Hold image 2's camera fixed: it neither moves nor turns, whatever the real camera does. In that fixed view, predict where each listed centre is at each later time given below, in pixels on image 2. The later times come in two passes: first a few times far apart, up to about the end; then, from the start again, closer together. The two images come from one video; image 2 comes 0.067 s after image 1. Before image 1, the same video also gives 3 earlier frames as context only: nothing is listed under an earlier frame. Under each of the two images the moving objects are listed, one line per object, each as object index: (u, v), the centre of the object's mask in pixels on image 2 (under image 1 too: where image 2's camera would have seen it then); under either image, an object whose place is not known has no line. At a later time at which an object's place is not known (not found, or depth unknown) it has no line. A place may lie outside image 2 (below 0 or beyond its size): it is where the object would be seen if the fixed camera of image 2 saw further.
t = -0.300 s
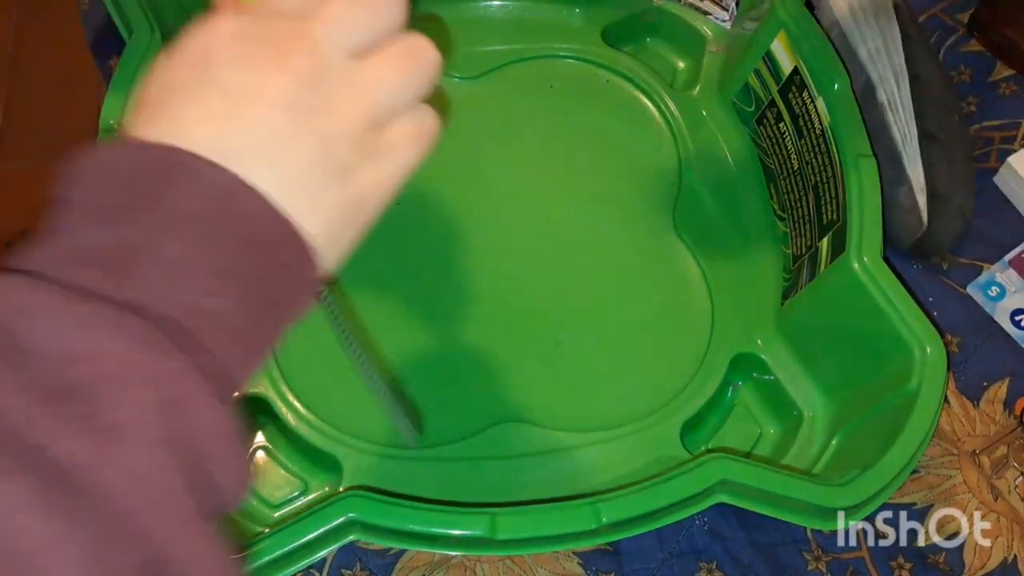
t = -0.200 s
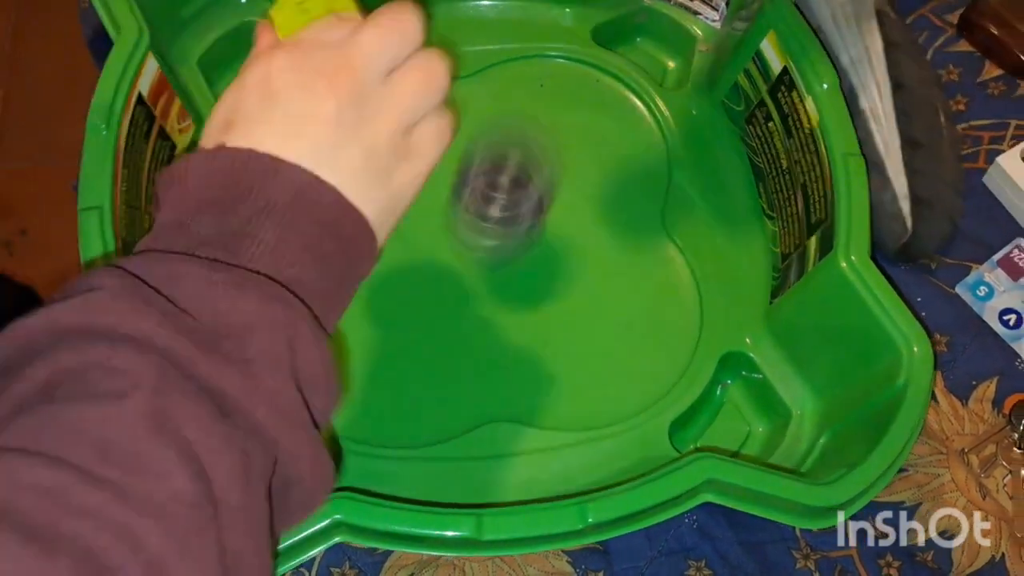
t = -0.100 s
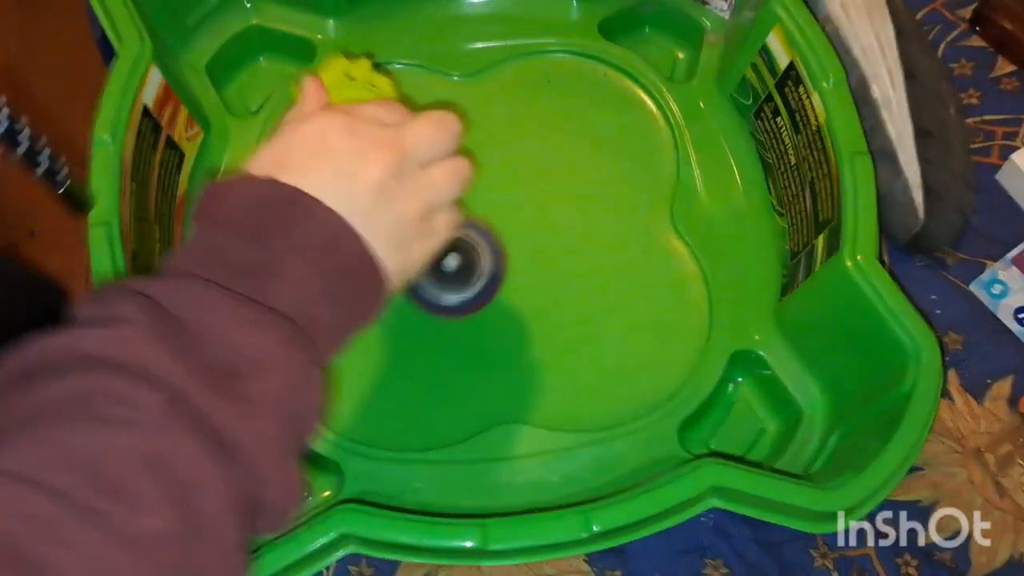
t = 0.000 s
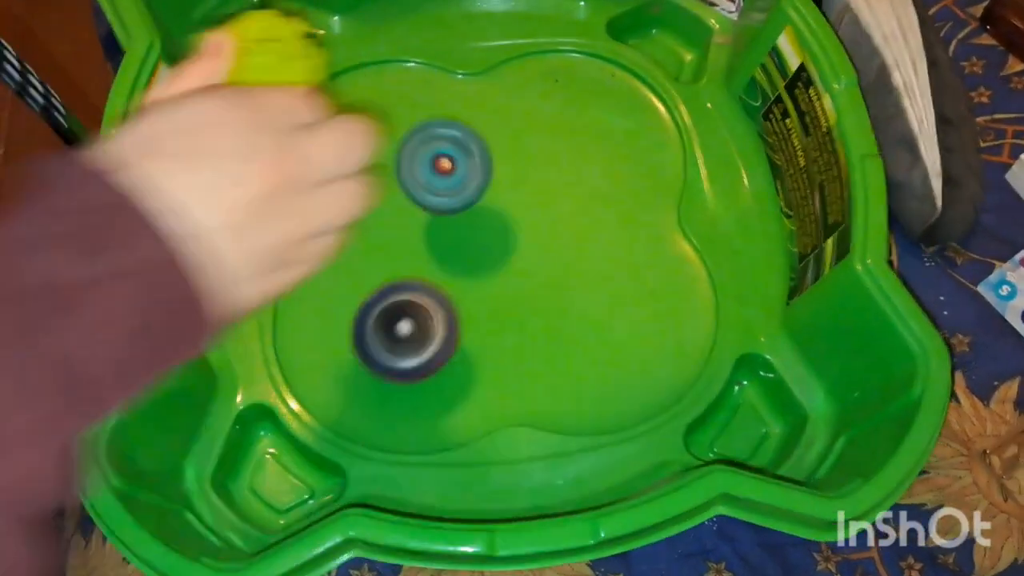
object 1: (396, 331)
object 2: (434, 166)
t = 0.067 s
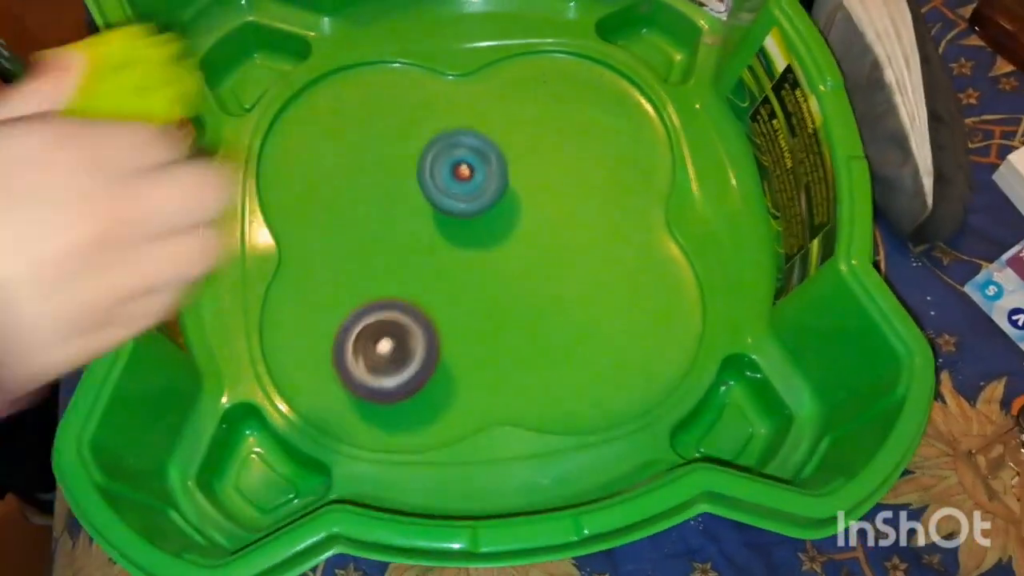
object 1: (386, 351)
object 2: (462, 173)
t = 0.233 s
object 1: (450, 353)
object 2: (520, 159)
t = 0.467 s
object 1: (597, 283)
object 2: (551, 62)
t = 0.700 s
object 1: (573, 151)
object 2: (553, 37)
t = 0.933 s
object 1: (437, 245)
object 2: (465, 89)
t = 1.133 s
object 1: (441, 308)
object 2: (518, 78)
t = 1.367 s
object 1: (568, 286)
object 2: (564, 50)
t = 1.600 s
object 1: (531, 127)
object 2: (580, 50)
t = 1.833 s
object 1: (274, 166)
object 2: (608, 91)
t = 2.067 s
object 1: (253, 286)
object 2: (625, 86)
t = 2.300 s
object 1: (445, 321)
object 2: (637, 97)
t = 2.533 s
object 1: (624, 209)
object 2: (651, 84)
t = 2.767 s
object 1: (525, 148)
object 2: (487, 21)
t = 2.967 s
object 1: (378, 158)
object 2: (492, 22)
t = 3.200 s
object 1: (362, 311)
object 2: (557, 25)
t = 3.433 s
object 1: (566, 313)
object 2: (487, 108)
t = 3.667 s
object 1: (619, 78)
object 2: (419, 277)
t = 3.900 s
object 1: (418, 47)
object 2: (549, 366)
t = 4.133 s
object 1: (327, 287)
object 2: (631, 291)
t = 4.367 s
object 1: (477, 405)
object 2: (568, 168)
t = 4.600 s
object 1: (610, 262)
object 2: (407, 144)
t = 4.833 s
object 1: (506, 87)
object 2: (340, 239)
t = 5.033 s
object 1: (321, 80)
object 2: (408, 296)
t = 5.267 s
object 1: (312, 243)
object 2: (525, 228)
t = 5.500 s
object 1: (553, 282)
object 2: (483, 111)
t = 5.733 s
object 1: (642, 67)
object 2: (421, 94)
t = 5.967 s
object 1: (507, 181)
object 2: (372, 131)
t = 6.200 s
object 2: (268, 184)
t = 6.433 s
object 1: (566, 392)
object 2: (359, 243)
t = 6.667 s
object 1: (521, 287)
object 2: (452, 218)
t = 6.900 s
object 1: (532, 268)
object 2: (423, 52)
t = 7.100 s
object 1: (503, 215)
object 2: (367, 57)
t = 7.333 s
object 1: (405, 162)
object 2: (408, 66)
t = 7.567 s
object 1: (368, 179)
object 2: (471, 78)
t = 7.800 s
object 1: (404, 197)
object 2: (570, 97)
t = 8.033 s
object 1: (490, 197)
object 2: (640, 97)
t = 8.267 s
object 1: (516, 124)
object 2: (654, 118)
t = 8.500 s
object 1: (417, 106)
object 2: (663, 163)
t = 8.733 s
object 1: (386, 149)
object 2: (625, 182)
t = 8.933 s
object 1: (421, 211)
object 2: (627, 255)
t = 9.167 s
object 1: (513, 202)
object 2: (628, 328)
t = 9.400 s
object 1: (475, 98)
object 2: (621, 374)
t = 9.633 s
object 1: (455, 72)
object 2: (562, 353)
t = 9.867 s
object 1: (455, 82)
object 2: (484, 290)
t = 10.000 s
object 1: (464, 114)
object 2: (442, 243)
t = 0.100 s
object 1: (392, 351)
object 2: (470, 170)
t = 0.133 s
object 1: (402, 354)
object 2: (478, 174)
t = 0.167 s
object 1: (415, 355)
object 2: (489, 172)
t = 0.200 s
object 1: (431, 354)
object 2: (504, 167)
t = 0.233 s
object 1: (450, 353)
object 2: (520, 159)
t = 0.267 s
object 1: (472, 350)
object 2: (531, 148)
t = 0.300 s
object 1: (497, 346)
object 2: (538, 135)
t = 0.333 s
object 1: (521, 340)
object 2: (541, 121)
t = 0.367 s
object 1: (544, 330)
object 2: (542, 106)
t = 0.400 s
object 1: (563, 317)
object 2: (544, 91)
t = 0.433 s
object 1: (581, 302)
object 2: (546, 77)
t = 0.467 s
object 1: (597, 283)
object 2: (551, 62)
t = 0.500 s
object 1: (607, 262)
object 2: (556, 48)
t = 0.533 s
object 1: (613, 239)
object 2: (559, 42)
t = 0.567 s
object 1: (613, 216)
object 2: (560, 49)
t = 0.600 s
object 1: (610, 190)
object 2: (559, 55)
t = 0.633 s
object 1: (601, 166)
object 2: (558, 57)
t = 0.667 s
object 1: (588, 143)
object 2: (558, 57)
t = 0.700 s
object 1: (573, 151)
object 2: (553, 37)
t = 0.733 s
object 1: (556, 164)
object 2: (533, 36)
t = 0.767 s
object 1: (536, 178)
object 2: (512, 41)
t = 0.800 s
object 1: (515, 192)
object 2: (488, 60)
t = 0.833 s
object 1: (493, 207)
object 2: (470, 81)
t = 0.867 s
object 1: (470, 220)
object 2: (464, 83)
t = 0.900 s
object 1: (451, 234)
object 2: (462, 88)
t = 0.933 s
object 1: (437, 245)
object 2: (465, 89)
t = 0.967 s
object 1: (426, 257)
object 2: (471, 90)
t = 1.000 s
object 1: (420, 267)
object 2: (479, 90)
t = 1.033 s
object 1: (418, 279)
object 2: (488, 88)
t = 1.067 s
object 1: (421, 290)
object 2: (498, 86)
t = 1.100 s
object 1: (429, 299)
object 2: (508, 83)
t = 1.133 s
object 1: (441, 308)
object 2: (518, 78)
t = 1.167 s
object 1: (456, 314)
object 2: (527, 73)
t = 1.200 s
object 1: (474, 317)
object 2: (537, 67)
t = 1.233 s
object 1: (494, 319)
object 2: (546, 59)
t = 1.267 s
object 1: (514, 317)
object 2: (556, 51)
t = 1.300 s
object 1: (535, 312)
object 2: (563, 43)
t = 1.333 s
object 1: (554, 301)
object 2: (565, 45)
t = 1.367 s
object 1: (568, 286)
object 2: (564, 50)
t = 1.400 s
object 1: (579, 266)
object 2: (563, 53)
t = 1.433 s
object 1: (585, 245)
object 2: (564, 53)
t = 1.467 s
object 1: (585, 221)
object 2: (566, 53)
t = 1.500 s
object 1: (580, 195)
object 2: (569, 51)
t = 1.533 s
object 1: (570, 170)
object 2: (573, 50)
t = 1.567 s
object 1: (554, 147)
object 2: (577, 50)
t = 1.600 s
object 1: (531, 127)
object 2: (580, 50)
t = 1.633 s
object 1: (498, 118)
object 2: (587, 50)
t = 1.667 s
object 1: (462, 113)
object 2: (586, 66)
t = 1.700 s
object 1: (424, 112)
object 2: (584, 76)
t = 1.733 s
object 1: (385, 117)
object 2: (586, 83)
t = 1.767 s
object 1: (347, 126)
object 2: (591, 87)
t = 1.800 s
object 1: (309, 143)
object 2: (599, 90)
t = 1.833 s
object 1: (274, 166)
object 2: (608, 91)
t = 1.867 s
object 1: (255, 185)
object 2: (619, 90)
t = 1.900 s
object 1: (248, 211)
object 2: (629, 87)
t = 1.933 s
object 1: (244, 240)
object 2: (637, 84)
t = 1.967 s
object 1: (240, 258)
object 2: (634, 82)
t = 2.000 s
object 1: (241, 272)
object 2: (627, 85)
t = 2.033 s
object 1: (246, 282)
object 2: (625, 86)
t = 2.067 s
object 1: (253, 286)
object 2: (625, 86)
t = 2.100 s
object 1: (267, 292)
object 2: (626, 88)
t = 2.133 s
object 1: (289, 298)
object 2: (630, 89)
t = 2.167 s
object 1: (316, 303)
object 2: (633, 91)
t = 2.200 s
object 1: (345, 310)
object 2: (637, 93)
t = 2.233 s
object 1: (376, 316)
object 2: (639, 94)
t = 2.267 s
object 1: (409, 320)
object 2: (639, 95)
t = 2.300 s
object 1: (445, 321)
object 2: (637, 97)
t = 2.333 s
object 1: (481, 316)
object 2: (637, 98)
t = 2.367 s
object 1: (518, 306)
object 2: (638, 101)
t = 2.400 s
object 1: (553, 287)
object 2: (639, 105)
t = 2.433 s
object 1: (583, 265)
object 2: (640, 110)
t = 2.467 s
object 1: (609, 236)
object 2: (641, 116)
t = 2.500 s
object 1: (627, 206)
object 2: (643, 120)
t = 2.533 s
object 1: (624, 209)
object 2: (651, 84)
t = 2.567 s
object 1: (618, 207)
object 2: (626, 52)
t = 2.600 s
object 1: (609, 202)
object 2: (597, 33)
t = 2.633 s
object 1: (596, 194)
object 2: (565, 27)
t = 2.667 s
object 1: (581, 185)
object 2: (541, 21)
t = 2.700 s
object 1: (566, 172)
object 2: (517, 22)
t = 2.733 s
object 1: (547, 160)
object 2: (501, 22)
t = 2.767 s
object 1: (525, 148)
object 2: (487, 21)
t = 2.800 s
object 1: (500, 140)
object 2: (478, 22)
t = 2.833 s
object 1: (474, 135)
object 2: (474, 22)
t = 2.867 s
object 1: (447, 134)
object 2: (474, 22)
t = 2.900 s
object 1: (421, 139)
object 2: (479, 23)
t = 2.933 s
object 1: (397, 146)
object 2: (485, 23)
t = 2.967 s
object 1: (378, 158)
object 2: (492, 22)
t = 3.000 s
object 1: (361, 174)
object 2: (502, 22)
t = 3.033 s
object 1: (347, 194)
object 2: (511, 21)
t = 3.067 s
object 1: (338, 216)
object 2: (519, 22)
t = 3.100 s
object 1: (334, 242)
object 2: (529, 23)
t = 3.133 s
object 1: (336, 267)
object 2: (539, 22)
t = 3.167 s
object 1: (346, 291)
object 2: (549, 23)
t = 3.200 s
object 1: (362, 311)
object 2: (557, 25)
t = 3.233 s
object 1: (383, 327)
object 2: (558, 29)
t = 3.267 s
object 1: (409, 340)
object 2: (554, 36)
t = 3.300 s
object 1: (440, 347)
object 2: (546, 50)
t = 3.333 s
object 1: (472, 349)
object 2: (534, 64)
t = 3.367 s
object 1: (505, 344)
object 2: (519, 78)
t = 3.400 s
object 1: (535, 331)
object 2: (503, 93)
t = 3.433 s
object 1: (566, 313)
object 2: (487, 108)
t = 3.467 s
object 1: (592, 288)
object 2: (468, 128)
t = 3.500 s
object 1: (613, 258)
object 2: (452, 147)
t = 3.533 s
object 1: (629, 224)
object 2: (436, 171)
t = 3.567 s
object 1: (637, 188)
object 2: (424, 197)
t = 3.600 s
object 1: (636, 150)
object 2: (417, 223)
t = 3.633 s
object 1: (631, 113)
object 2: (415, 251)
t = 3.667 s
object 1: (619, 78)
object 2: (419, 277)
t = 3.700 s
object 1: (597, 51)
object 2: (429, 302)
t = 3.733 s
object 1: (568, 35)
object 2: (444, 323)
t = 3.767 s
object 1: (536, 28)
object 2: (463, 341)
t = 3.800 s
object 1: (502, 25)
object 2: (483, 353)
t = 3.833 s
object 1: (471, 23)
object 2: (506, 362)
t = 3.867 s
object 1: (442, 32)
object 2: (529, 366)
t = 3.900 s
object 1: (418, 47)
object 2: (549, 366)
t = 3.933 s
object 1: (394, 79)
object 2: (567, 363)
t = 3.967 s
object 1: (375, 109)
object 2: (584, 356)
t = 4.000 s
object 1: (356, 144)
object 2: (599, 346)
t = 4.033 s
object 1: (340, 180)
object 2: (611, 335)
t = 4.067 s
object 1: (329, 217)
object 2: (620, 323)
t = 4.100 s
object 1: (325, 253)
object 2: (626, 308)
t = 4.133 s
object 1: (327, 287)
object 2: (631, 291)
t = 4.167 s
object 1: (335, 319)
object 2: (632, 274)
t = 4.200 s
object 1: (350, 350)
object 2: (629, 255)
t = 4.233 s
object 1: (369, 379)
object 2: (623, 236)
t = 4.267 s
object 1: (393, 404)
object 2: (614, 217)
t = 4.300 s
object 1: (421, 419)
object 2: (602, 199)
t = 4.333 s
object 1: (449, 413)
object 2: (587, 183)
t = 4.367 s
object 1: (477, 405)
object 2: (568, 168)
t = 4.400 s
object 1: (505, 391)
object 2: (548, 156)
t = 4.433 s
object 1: (532, 373)
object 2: (525, 146)
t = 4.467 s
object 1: (556, 352)
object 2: (501, 139)
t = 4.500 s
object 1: (575, 332)
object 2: (476, 135)
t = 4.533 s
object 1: (592, 312)
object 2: (452, 136)
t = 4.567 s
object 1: (603, 288)
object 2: (428, 139)
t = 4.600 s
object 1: (610, 262)
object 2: (407, 144)
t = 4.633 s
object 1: (612, 233)
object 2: (388, 154)
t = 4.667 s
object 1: (607, 205)
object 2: (373, 165)
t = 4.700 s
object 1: (597, 176)
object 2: (359, 179)
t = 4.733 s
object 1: (581, 150)
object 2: (349, 193)
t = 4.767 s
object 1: (559, 125)
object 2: (342, 208)
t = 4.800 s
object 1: (534, 105)
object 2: (339, 224)
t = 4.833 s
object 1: (506, 87)
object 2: (340, 239)
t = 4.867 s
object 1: (474, 74)
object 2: (344, 253)
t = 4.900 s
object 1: (442, 66)
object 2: (351, 266)
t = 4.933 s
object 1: (408, 64)
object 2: (363, 276)
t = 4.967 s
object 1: (376, 65)
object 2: (376, 287)
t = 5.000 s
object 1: (347, 71)
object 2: (390, 293)
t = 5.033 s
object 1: (321, 80)
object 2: (408, 296)
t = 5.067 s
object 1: (302, 93)
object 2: (428, 298)
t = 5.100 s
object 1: (289, 113)
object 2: (450, 298)
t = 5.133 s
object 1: (281, 135)
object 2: (469, 291)
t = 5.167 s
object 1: (277, 160)
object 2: (489, 281)
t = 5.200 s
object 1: (278, 187)
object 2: (506, 266)
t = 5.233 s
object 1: (290, 216)
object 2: (518, 248)
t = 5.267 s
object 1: (312, 243)
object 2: (525, 228)
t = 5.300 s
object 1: (337, 268)
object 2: (530, 207)
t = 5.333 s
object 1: (368, 287)
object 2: (529, 186)
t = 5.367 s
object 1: (401, 300)
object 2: (524, 166)
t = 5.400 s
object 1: (437, 306)
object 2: (516, 148)
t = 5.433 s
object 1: (477, 306)
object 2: (506, 132)
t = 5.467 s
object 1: (516, 298)
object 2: (495, 120)
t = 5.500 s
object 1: (553, 282)
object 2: (483, 111)
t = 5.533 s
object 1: (584, 258)
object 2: (471, 103)
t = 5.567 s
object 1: (611, 230)
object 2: (461, 96)
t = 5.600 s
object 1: (630, 199)
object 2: (451, 94)
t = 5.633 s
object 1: (644, 165)
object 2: (441, 92)
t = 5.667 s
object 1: (651, 132)
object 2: (433, 90)
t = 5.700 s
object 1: (652, 98)
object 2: (427, 91)
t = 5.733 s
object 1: (642, 67)
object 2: (421, 94)
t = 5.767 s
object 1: (624, 42)
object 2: (415, 97)
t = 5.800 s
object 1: (605, 30)
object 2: (411, 104)
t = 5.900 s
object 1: (531, 97)
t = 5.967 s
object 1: (507, 181)
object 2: (372, 131)
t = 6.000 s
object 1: (510, 222)
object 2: (337, 133)
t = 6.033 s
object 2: (312, 135)
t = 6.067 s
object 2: (293, 143)
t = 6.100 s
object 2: (279, 151)
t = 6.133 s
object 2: (271, 160)
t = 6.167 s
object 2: (266, 171)
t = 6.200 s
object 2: (268, 184)
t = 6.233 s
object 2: (279, 199)
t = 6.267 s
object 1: (594, 434)
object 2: (292, 212)
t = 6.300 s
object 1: (593, 427)
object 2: (303, 222)
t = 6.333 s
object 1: (586, 419)
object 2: (315, 230)
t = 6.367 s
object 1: (578, 410)
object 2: (328, 235)
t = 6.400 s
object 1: (571, 402)
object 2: (343, 240)
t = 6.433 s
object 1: (566, 392)
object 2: (359, 243)
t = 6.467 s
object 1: (562, 377)
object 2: (375, 245)
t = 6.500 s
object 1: (558, 363)
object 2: (392, 245)
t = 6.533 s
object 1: (554, 351)
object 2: (408, 242)
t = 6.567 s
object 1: (548, 338)
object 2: (421, 237)
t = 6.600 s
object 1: (540, 323)
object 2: (434, 232)
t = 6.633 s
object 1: (531, 306)
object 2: (444, 226)
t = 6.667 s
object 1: (521, 287)
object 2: (452, 218)
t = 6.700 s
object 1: (521, 283)
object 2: (449, 190)
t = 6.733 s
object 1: (528, 285)
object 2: (442, 157)
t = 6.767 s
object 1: (533, 284)
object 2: (440, 128)
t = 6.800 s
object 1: (534, 281)
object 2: (437, 105)
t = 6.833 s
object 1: (534, 277)
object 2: (432, 85)
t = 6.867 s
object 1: (534, 273)
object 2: (428, 68)
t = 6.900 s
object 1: (532, 268)
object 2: (423, 52)
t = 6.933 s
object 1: (530, 262)
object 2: (411, 47)
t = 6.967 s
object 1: (528, 255)
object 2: (391, 55)
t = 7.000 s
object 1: (524, 247)
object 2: (378, 60)
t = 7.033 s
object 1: (519, 237)
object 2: (371, 60)
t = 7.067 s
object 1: (512, 226)
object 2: (369, 59)
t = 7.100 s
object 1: (503, 215)
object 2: (367, 57)
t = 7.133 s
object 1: (493, 204)
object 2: (369, 58)
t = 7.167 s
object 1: (480, 193)
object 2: (372, 58)
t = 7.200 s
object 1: (467, 184)
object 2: (378, 60)
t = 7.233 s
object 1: (452, 175)
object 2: (384, 62)
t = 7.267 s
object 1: (435, 168)
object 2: (392, 64)
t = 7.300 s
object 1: (420, 164)
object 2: (401, 65)
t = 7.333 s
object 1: (405, 162)
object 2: (408, 66)
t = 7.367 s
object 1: (393, 162)
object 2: (417, 65)
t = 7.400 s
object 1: (382, 164)
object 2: (426, 65)
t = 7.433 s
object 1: (375, 166)
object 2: (433, 65)
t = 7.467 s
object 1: (370, 169)
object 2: (441, 67)
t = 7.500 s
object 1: (368, 172)
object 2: (449, 70)
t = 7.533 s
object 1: (367, 175)
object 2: (459, 74)
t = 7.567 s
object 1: (368, 179)
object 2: (471, 78)
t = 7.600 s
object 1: (371, 182)
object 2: (486, 84)
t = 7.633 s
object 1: (374, 185)
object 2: (502, 89)
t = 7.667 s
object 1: (380, 188)
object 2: (515, 93)
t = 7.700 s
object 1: (384, 190)
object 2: (530, 93)
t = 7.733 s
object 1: (390, 193)
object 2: (544, 95)
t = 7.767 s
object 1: (397, 195)
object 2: (557, 97)
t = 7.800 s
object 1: (404, 197)
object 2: (570, 97)
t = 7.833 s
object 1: (413, 200)
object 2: (584, 98)
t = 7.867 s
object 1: (422, 202)
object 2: (596, 99)
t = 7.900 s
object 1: (434, 203)
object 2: (608, 98)
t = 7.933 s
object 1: (445, 204)
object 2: (619, 97)
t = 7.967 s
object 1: (459, 204)
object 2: (629, 97)
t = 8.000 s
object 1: (474, 201)
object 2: (636, 97)
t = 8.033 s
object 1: (490, 197)
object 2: (640, 97)
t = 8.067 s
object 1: (504, 189)
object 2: (643, 98)
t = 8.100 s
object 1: (519, 180)
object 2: (644, 99)
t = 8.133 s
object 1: (531, 168)
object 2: (644, 101)
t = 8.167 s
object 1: (542, 156)
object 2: (643, 103)
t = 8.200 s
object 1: (550, 144)
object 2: (643, 105)
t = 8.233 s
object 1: (539, 134)
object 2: (661, 108)
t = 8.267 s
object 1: (516, 124)
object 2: (654, 118)
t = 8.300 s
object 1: (497, 117)
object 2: (641, 134)
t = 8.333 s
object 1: (481, 110)
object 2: (635, 138)
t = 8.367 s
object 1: (467, 105)
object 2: (634, 140)
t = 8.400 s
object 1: (452, 102)
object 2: (638, 148)
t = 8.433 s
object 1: (439, 102)
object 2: (644, 154)
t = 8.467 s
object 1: (427, 103)
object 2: (656, 161)
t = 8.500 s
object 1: (417, 106)
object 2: (663, 163)
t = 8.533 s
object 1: (409, 110)
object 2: (648, 156)
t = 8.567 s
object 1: (400, 114)
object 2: (636, 151)
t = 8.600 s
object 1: (394, 121)
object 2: (631, 149)
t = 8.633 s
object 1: (391, 126)
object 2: (627, 151)
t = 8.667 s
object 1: (388, 133)
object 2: (625, 157)
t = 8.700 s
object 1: (386, 140)
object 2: (624, 169)
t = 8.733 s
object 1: (386, 149)
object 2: (625, 182)
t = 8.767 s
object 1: (388, 158)
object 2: (626, 198)
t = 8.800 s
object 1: (391, 168)
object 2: (629, 213)
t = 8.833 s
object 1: (395, 178)
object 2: (629, 226)
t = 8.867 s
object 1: (401, 189)
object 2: (630, 238)
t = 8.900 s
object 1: (410, 200)
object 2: (630, 247)
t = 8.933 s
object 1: (421, 211)
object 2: (627, 255)
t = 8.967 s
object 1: (435, 220)
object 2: (624, 263)
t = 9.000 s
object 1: (452, 229)
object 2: (620, 270)
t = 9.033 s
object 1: (470, 234)
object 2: (615, 275)
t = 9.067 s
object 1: (488, 237)
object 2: (610, 281)
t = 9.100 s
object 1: (507, 237)
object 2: (604, 285)
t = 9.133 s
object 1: (516, 225)
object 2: (614, 301)
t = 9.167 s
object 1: (513, 202)
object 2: (628, 328)
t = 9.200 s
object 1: (510, 183)
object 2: (637, 347)
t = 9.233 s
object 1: (506, 165)
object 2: (639, 364)
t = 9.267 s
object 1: (500, 148)
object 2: (639, 377)
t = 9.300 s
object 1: (493, 133)
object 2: (640, 385)
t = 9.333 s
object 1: (487, 121)
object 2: (634, 384)
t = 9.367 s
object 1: (481, 110)
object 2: (626, 378)
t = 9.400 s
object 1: (475, 98)
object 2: (621, 374)
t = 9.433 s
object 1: (469, 91)
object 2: (614, 372)
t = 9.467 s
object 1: (465, 85)
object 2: (607, 370)
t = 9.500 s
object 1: (461, 79)
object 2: (599, 368)
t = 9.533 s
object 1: (458, 76)
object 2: (590, 366)
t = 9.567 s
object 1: (457, 74)
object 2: (581, 362)
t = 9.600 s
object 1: (456, 72)
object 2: (572, 358)
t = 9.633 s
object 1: (455, 72)
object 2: (562, 353)
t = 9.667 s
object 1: (454, 72)
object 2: (551, 347)
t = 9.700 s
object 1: (453, 73)
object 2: (540, 340)
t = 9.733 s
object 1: (453, 73)
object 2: (529, 332)
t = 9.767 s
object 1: (452, 75)
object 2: (517, 323)
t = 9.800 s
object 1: (452, 76)
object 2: (506, 313)
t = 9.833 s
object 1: (453, 79)
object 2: (495, 302)
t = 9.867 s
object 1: (455, 82)
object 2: (484, 290)
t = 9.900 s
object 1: (456, 87)
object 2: (473, 278)
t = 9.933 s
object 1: (458, 95)
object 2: (462, 267)
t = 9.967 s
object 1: (461, 103)
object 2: (451, 254)
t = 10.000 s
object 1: (464, 114)
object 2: (442, 243)
